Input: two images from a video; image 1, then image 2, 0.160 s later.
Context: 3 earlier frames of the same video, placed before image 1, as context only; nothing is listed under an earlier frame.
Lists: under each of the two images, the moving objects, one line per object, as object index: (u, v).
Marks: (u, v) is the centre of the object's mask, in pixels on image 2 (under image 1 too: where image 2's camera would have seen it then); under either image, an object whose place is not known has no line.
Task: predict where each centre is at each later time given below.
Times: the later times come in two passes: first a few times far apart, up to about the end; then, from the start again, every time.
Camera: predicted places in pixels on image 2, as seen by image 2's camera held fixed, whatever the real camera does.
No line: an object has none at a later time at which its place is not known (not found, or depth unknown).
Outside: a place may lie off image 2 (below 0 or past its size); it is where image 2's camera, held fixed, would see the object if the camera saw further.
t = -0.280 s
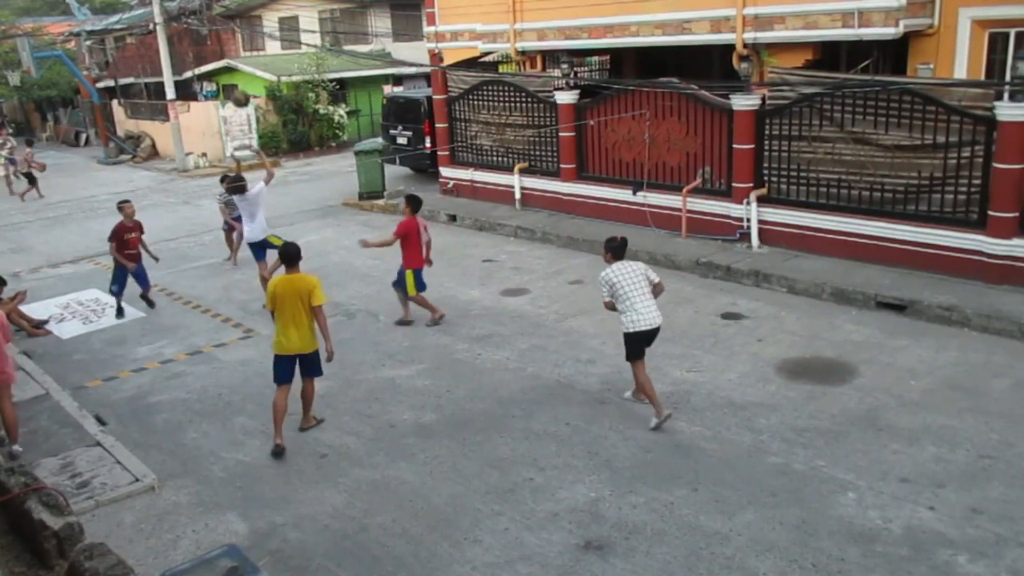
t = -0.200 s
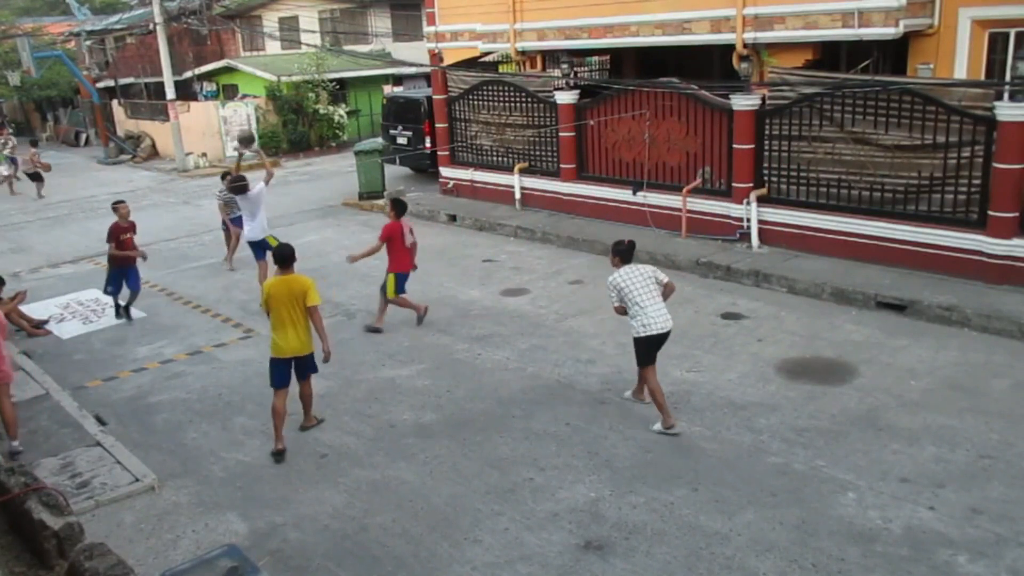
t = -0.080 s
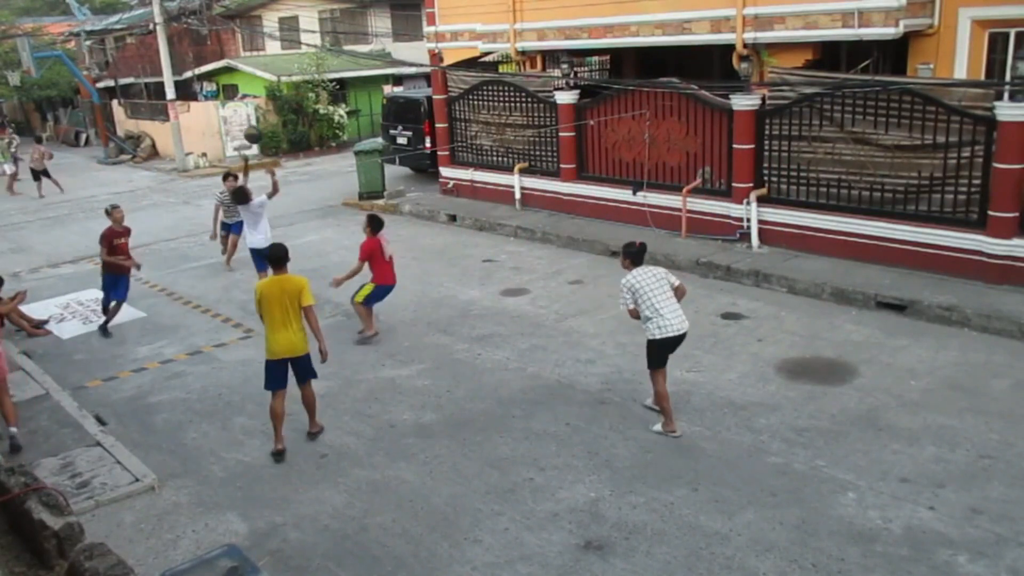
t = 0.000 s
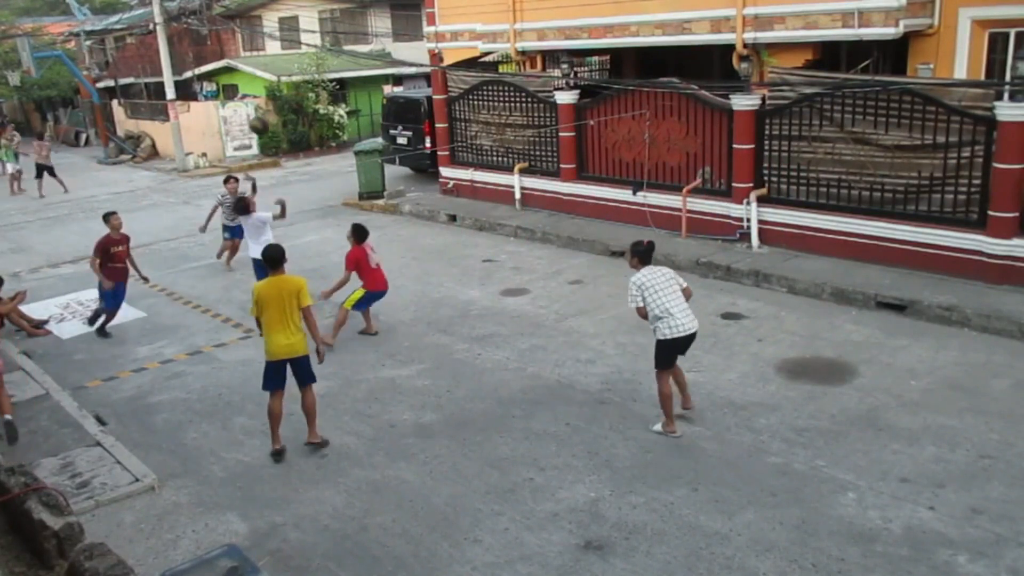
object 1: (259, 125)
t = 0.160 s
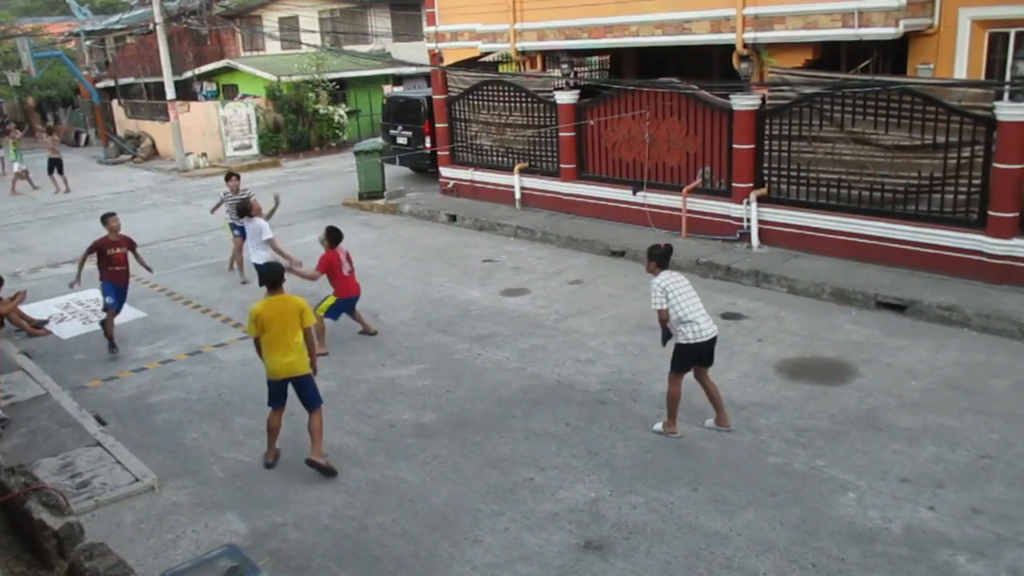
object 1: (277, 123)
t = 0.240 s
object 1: (285, 131)
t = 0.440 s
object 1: (315, 185)
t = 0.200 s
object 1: (282, 127)
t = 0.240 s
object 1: (285, 131)
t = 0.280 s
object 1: (291, 139)
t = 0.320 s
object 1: (297, 148)
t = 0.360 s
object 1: (302, 159)
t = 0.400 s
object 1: (309, 171)
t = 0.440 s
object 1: (315, 185)
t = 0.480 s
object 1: (322, 202)
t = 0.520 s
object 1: (329, 219)
